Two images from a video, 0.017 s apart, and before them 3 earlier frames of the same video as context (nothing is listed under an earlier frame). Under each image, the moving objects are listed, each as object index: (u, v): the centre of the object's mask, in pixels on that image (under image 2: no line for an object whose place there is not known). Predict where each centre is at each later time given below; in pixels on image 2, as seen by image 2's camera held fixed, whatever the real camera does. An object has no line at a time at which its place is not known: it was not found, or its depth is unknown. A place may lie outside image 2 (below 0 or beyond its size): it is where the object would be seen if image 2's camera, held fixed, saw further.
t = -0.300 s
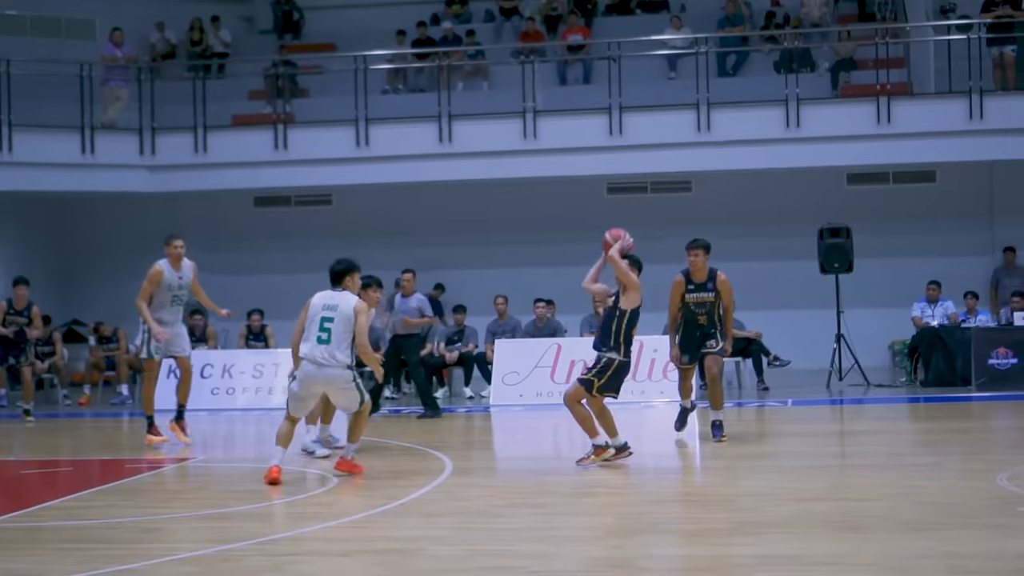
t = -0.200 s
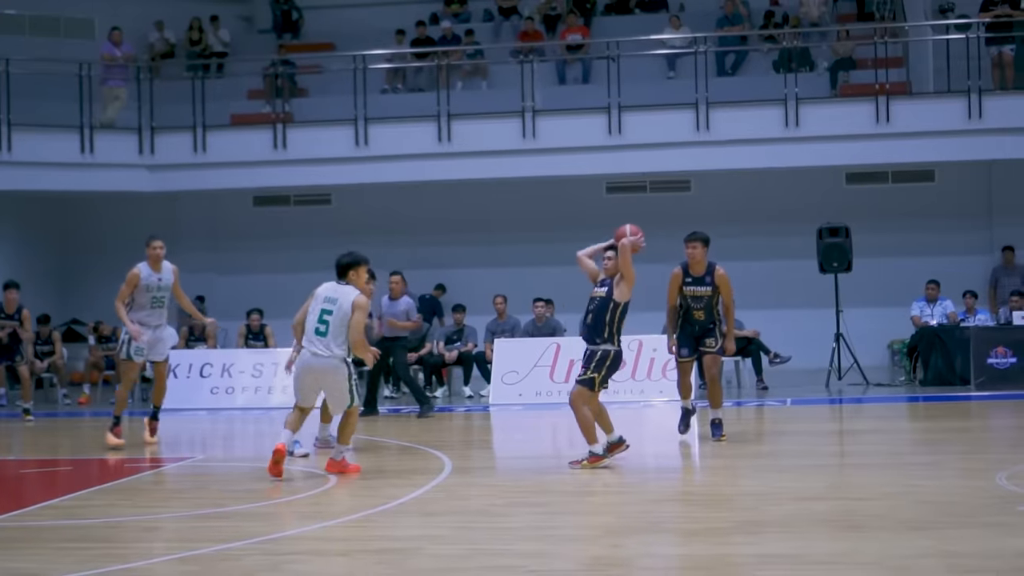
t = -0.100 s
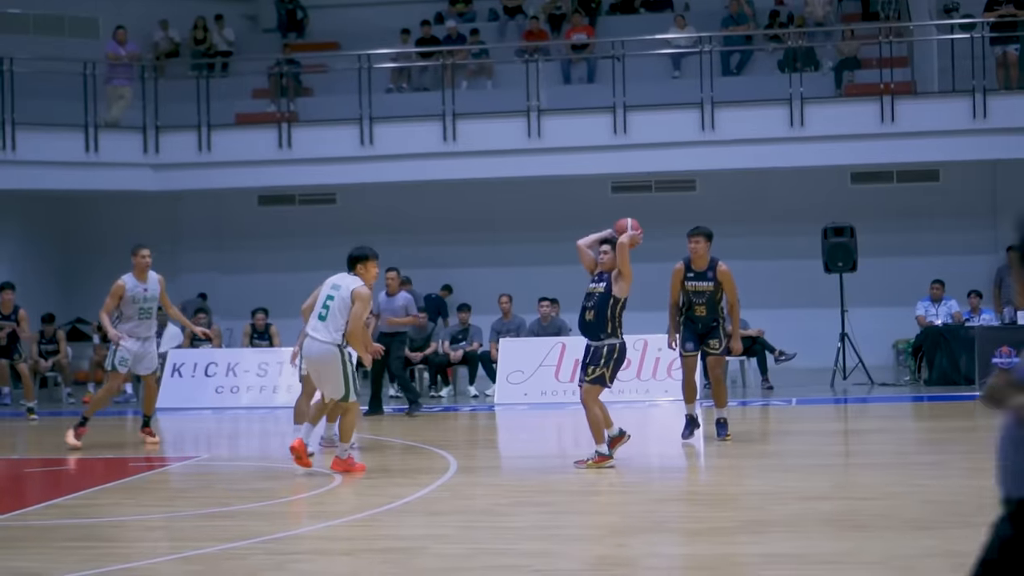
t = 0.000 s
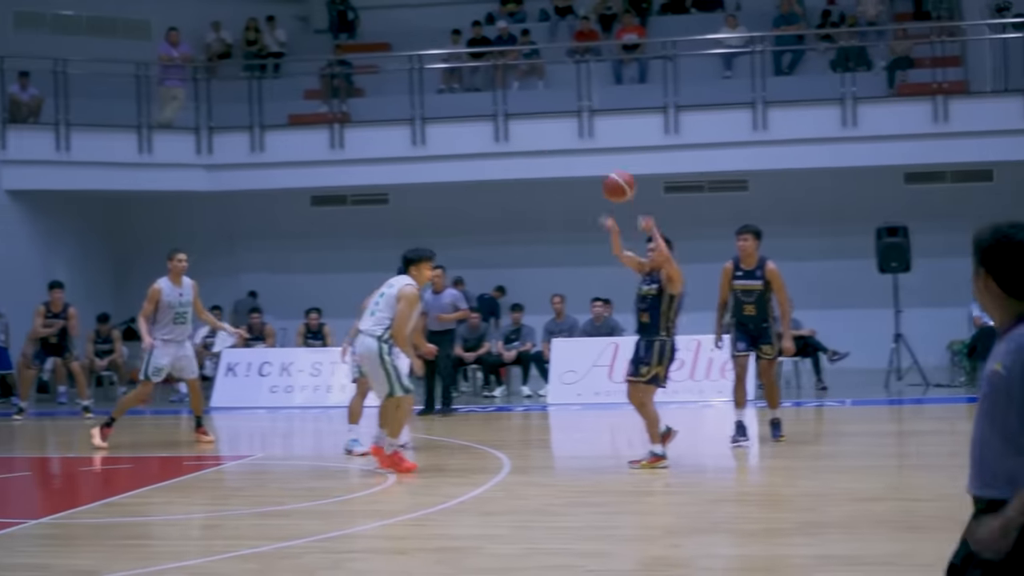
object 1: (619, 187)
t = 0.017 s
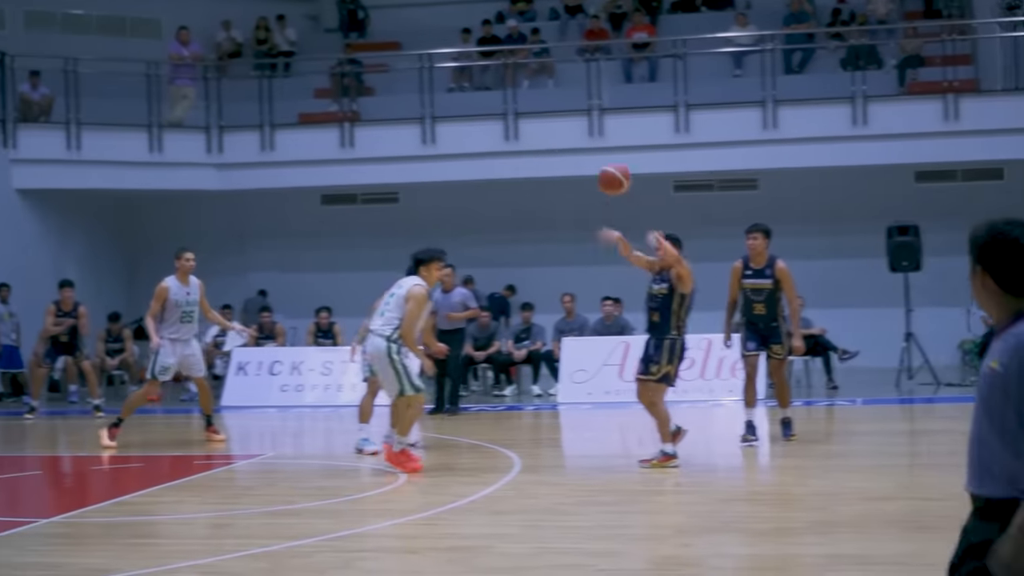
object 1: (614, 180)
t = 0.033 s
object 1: (594, 173)
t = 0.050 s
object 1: (576, 165)
